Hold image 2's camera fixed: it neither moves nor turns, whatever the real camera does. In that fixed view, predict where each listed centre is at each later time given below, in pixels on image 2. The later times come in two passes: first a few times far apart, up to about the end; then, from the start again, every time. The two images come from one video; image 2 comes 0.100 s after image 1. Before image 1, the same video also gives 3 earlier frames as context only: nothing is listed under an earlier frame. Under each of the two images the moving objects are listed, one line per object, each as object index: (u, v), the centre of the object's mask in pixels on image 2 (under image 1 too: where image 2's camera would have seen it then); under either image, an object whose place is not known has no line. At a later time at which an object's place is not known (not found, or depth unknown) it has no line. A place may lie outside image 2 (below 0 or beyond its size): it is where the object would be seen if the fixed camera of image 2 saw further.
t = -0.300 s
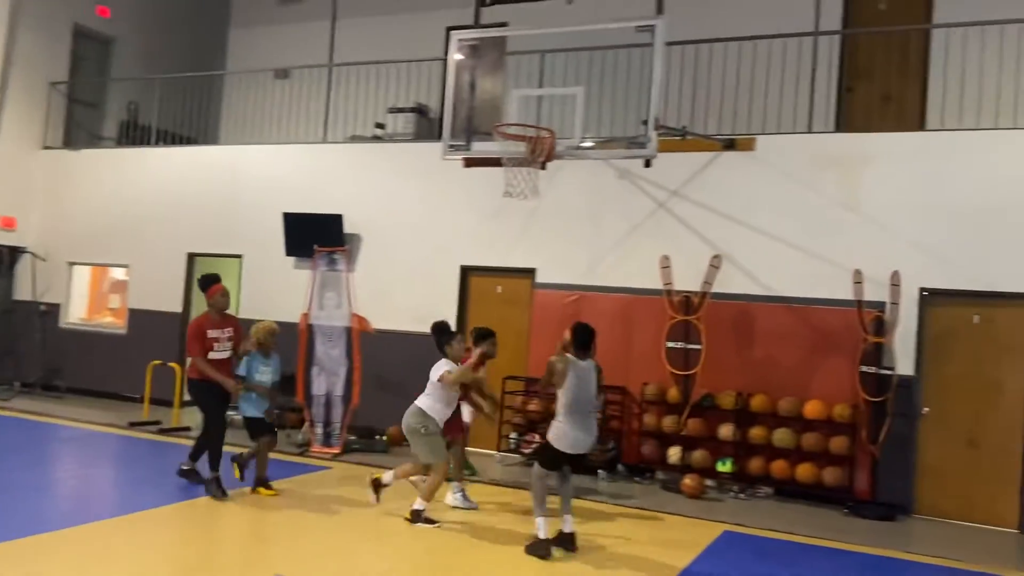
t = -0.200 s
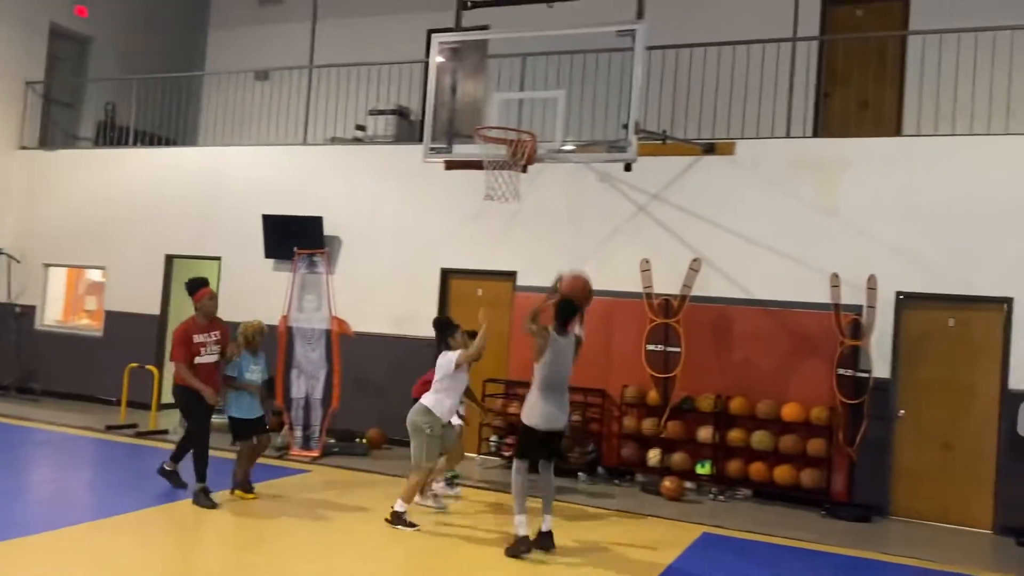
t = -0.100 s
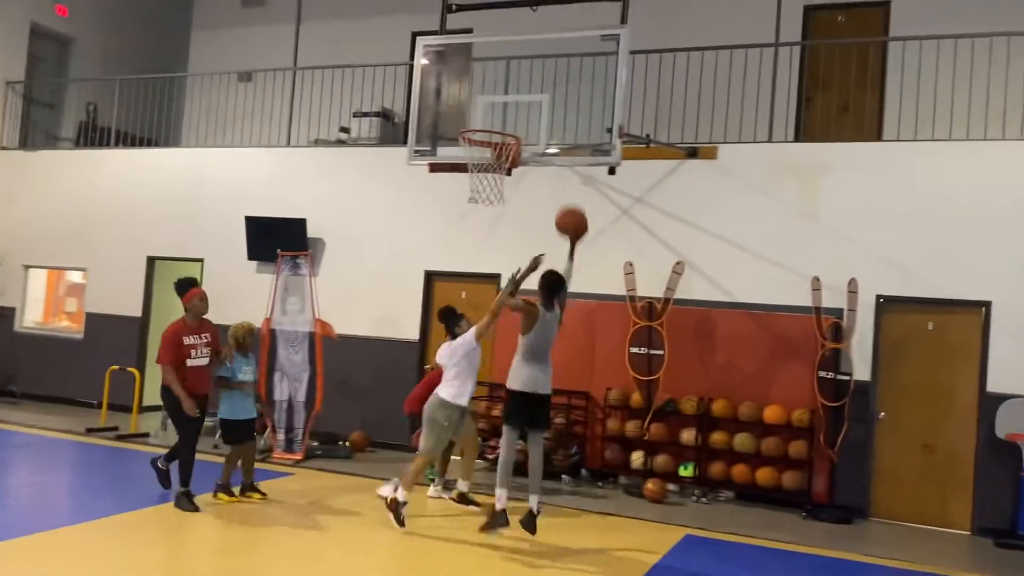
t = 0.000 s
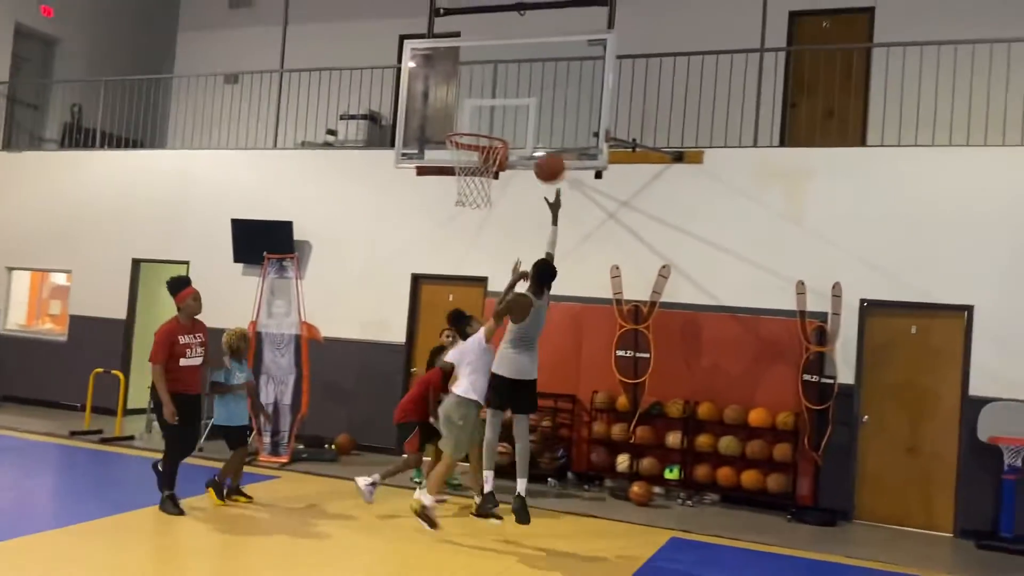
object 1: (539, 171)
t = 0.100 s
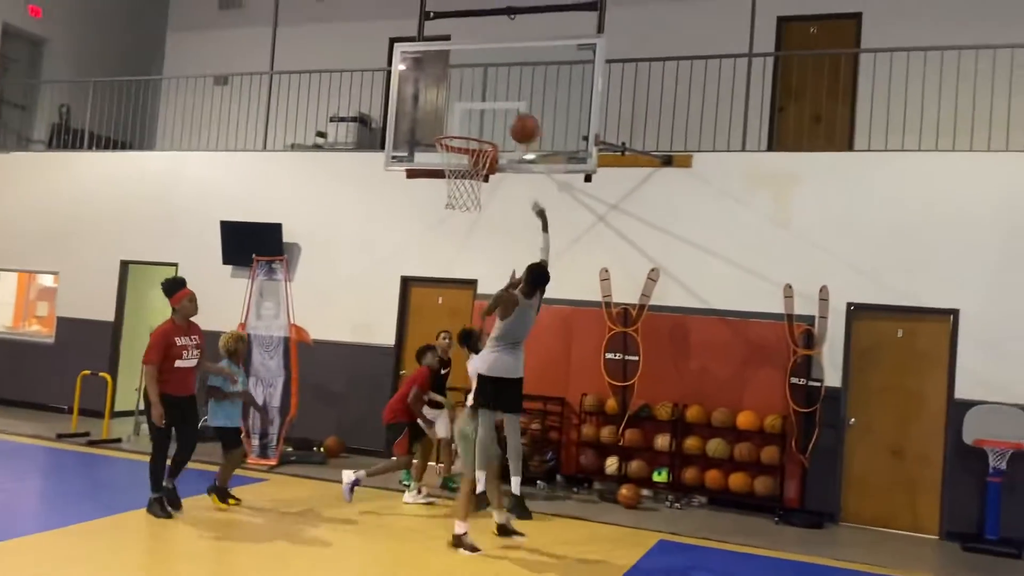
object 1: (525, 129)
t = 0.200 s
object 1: (510, 106)
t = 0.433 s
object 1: (474, 105)
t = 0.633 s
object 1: (463, 150)
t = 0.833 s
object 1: (490, 181)
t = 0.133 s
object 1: (520, 118)
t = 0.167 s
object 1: (515, 111)
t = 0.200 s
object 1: (510, 106)
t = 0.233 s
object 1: (505, 101)
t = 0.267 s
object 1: (501, 99)
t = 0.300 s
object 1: (496, 97)
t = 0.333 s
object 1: (490, 97)
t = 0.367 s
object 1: (485, 98)
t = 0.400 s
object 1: (480, 101)
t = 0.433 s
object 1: (474, 105)
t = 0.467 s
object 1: (468, 111)
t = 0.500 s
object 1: (463, 118)
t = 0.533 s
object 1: (458, 124)
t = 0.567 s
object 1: (452, 131)
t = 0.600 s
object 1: (457, 142)
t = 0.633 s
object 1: (463, 150)
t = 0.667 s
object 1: (474, 158)
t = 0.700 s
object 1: (482, 167)
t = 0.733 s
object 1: (485, 177)
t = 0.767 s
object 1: (488, 179)
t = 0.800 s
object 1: (489, 179)
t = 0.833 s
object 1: (490, 181)
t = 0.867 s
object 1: (494, 190)
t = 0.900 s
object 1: (492, 192)
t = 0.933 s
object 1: (492, 197)
